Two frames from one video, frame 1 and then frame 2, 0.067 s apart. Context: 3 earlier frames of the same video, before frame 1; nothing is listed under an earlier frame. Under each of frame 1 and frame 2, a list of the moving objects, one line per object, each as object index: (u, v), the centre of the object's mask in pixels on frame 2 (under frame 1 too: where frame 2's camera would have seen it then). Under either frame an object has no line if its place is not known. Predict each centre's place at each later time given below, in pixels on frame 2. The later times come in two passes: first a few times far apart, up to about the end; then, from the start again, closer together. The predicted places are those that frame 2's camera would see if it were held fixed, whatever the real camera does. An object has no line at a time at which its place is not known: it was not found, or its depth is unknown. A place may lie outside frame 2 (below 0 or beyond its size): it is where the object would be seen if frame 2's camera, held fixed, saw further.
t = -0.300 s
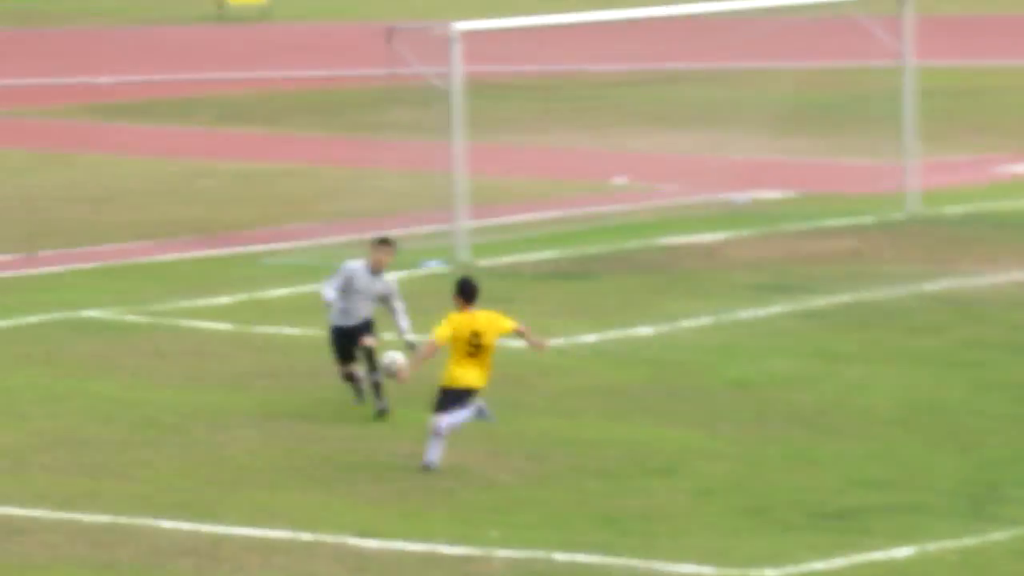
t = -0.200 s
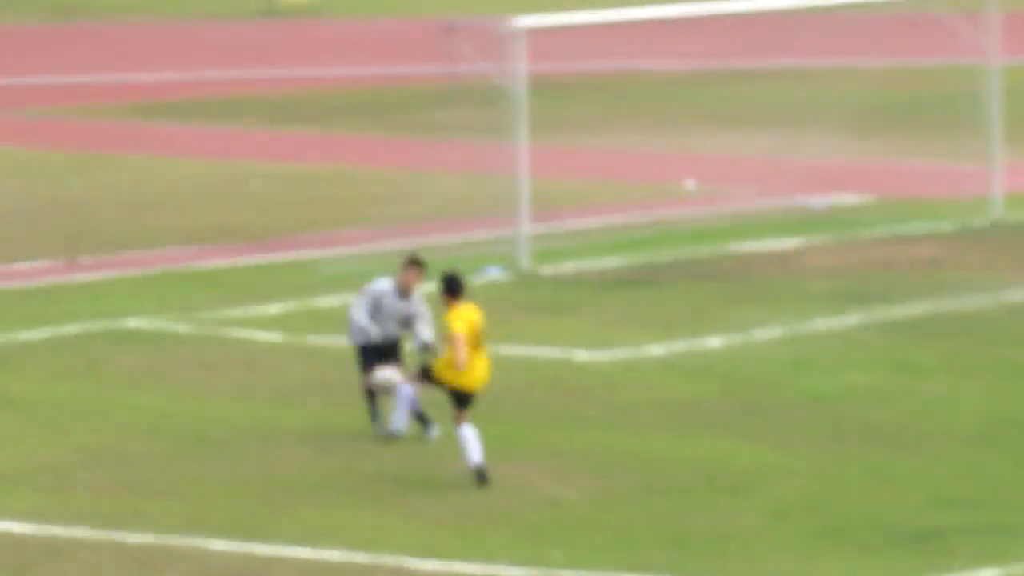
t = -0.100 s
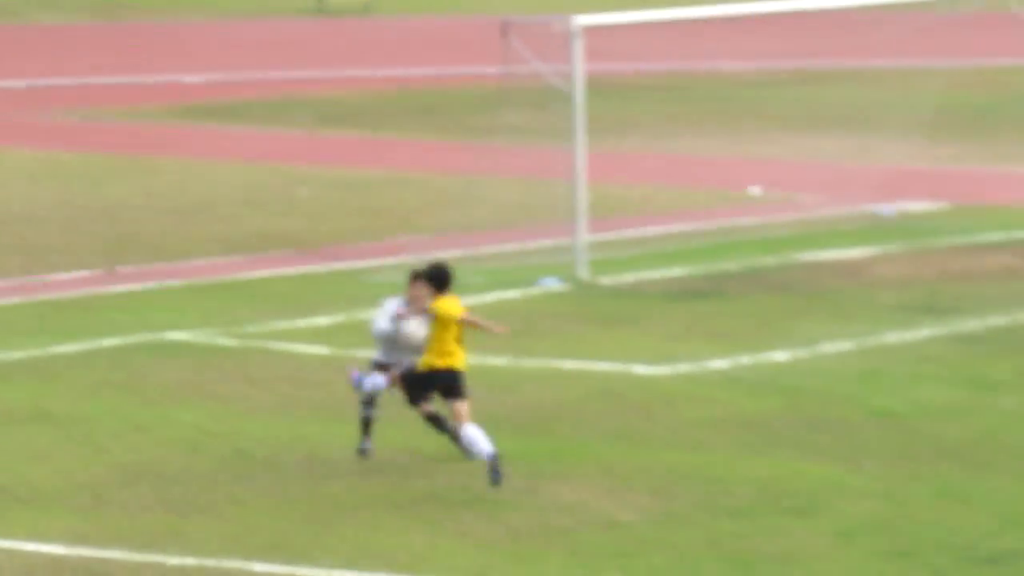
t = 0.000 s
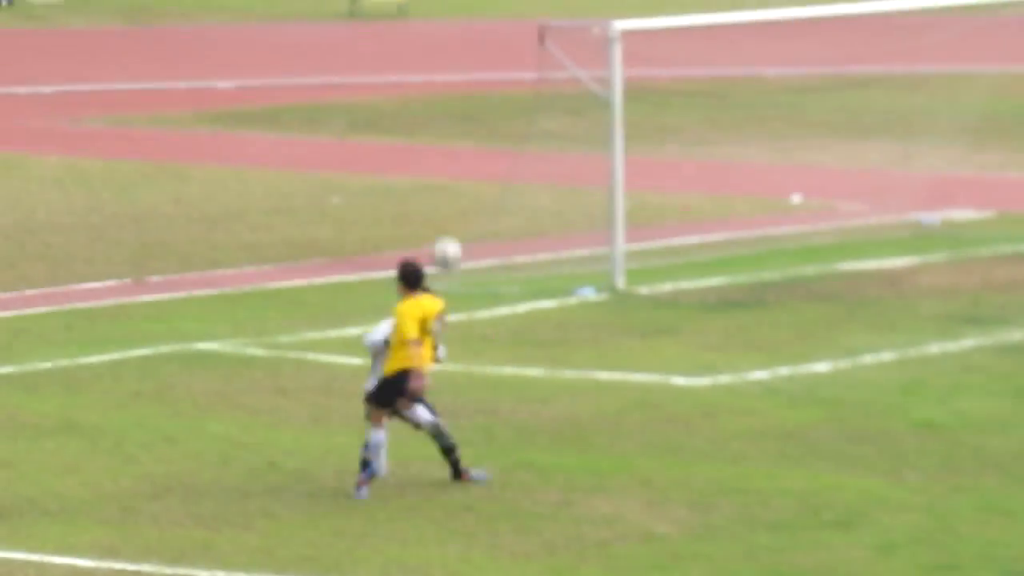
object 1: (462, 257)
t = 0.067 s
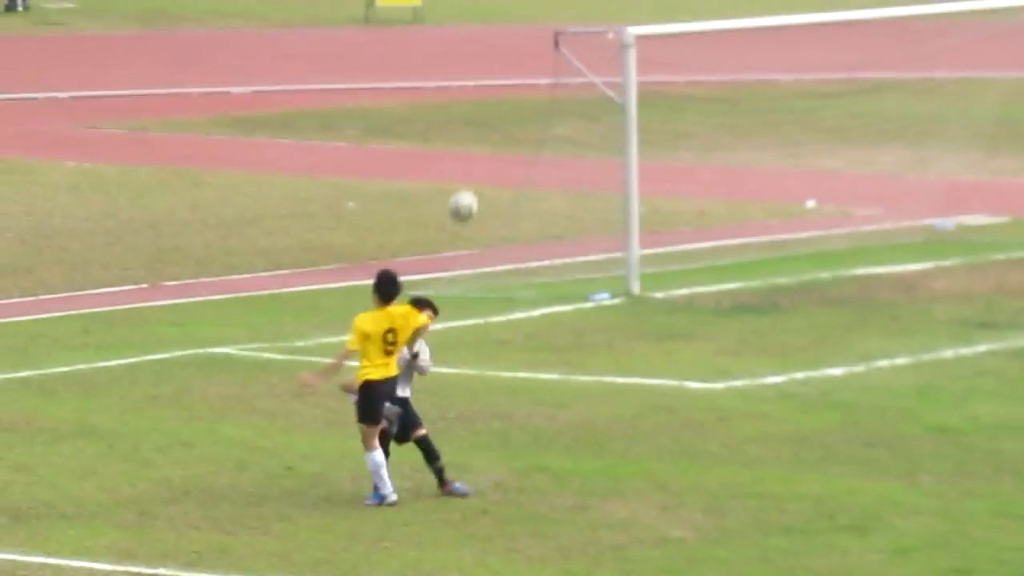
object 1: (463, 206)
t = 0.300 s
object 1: (467, 75)
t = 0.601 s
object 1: (478, 25)
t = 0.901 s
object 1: (491, 94)
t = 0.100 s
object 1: (463, 182)
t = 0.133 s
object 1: (462, 161)
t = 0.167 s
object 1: (463, 140)
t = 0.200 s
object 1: (464, 121)
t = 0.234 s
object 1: (464, 104)
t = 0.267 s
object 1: (465, 90)
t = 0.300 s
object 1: (467, 75)
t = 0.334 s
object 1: (468, 63)
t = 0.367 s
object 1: (469, 54)
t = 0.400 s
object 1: (471, 45)
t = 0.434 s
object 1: (472, 38)
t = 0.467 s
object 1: (473, 32)
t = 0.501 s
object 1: (474, 28)
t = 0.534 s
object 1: (476, 25)
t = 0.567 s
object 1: (477, 25)
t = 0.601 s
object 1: (478, 25)
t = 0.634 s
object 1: (480, 27)
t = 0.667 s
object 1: (481, 31)
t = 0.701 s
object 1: (483, 36)
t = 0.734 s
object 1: (485, 42)
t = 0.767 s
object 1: (486, 50)
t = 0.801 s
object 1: (487, 59)
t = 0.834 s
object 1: (488, 69)
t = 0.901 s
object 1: (491, 94)
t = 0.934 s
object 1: (493, 109)
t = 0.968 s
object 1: (494, 124)
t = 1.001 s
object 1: (495, 141)
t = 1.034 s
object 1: (497, 160)
